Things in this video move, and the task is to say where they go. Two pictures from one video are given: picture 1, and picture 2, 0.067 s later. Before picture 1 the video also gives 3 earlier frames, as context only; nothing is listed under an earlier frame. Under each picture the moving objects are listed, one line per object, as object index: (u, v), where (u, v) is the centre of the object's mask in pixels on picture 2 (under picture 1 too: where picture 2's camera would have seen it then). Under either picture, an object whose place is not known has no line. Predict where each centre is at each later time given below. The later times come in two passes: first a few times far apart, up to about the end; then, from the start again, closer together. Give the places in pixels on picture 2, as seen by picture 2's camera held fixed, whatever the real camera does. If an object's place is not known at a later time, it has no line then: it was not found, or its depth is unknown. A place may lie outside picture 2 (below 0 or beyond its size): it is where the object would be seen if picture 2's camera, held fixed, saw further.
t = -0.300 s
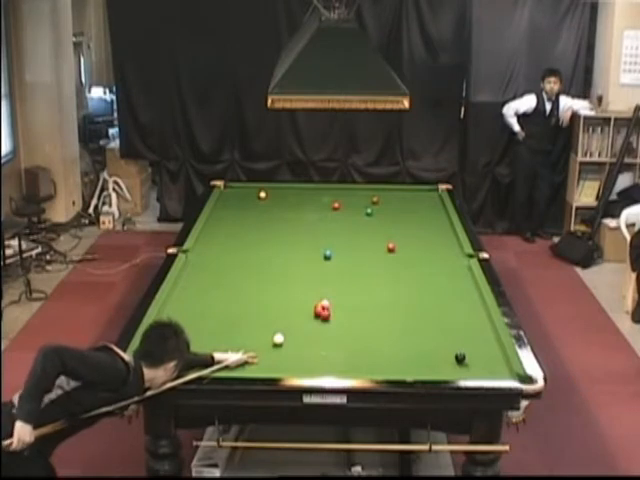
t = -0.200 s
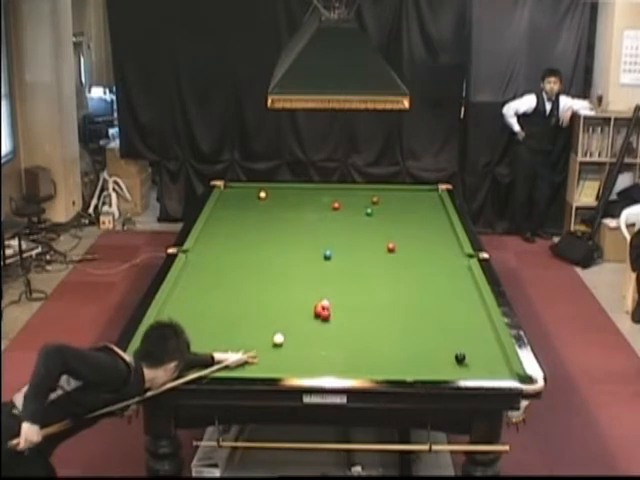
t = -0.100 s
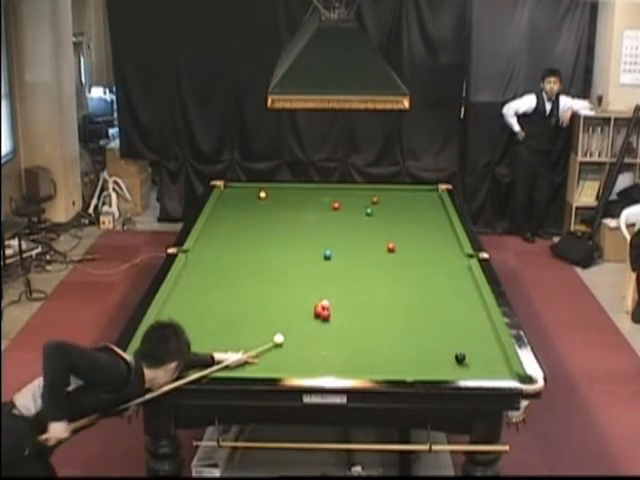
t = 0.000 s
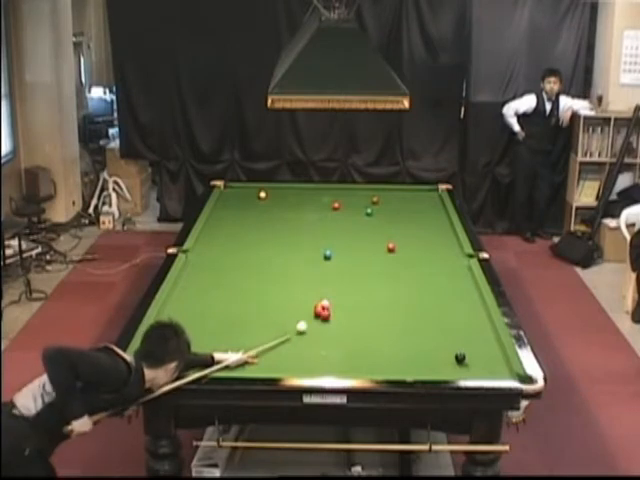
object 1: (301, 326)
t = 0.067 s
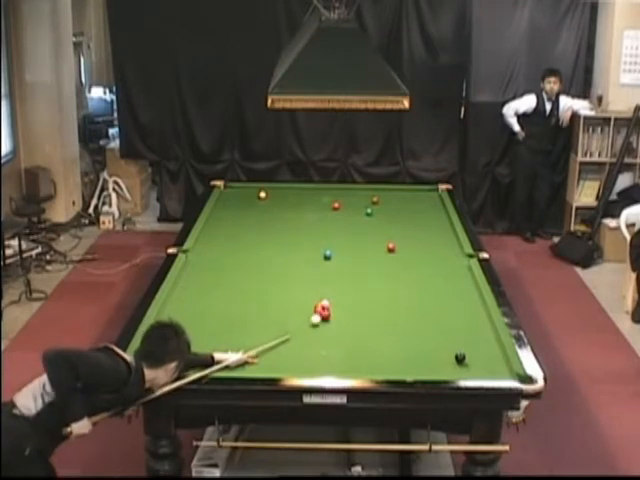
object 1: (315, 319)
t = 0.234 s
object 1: (314, 317)
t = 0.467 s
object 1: (305, 318)
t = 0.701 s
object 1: (297, 319)
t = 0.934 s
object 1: (290, 321)
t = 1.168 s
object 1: (284, 321)
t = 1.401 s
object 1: (280, 322)
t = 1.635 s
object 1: (276, 323)
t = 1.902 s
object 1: (273, 323)
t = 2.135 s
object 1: (272, 323)
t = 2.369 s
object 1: (272, 323)
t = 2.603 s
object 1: (272, 323)
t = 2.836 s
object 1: (272, 323)
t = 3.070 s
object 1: (272, 323)
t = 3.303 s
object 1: (272, 323)
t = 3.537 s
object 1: (272, 323)
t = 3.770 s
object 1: (272, 323)
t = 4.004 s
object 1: (272, 323)
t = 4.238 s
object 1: (272, 323)
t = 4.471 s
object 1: (272, 323)
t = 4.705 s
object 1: (272, 323)
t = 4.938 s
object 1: (272, 323)
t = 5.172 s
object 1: (272, 323)
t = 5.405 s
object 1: (272, 323)
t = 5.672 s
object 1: (272, 323)
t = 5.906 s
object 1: (272, 323)
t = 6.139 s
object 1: (272, 323)
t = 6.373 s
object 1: (272, 323)
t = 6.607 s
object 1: (272, 323)
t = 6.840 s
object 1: (272, 323)
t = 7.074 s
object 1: (272, 323)
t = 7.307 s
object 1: (272, 323)
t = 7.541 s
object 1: (272, 323)
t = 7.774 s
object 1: (274, 324)
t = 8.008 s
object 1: (272, 323)
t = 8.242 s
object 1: (272, 323)
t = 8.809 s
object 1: (271, 323)
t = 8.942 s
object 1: (272, 323)
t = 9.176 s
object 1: (272, 323)
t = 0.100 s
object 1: (318, 317)
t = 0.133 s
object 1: (317, 317)
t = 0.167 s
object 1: (316, 317)
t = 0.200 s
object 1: (315, 317)
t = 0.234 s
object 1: (314, 317)
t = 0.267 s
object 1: (312, 317)
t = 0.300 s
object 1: (311, 317)
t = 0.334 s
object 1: (310, 317)
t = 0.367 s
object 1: (309, 318)
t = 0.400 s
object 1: (307, 318)
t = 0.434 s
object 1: (306, 318)
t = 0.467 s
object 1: (305, 318)
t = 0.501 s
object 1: (304, 318)
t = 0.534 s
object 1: (303, 319)
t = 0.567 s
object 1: (301, 319)
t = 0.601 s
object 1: (300, 319)
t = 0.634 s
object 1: (299, 319)
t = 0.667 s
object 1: (298, 319)
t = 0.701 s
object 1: (297, 319)
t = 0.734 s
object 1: (296, 319)
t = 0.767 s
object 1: (295, 320)
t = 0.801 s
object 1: (294, 320)
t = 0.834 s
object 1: (293, 320)
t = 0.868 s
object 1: (292, 320)
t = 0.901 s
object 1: (291, 320)
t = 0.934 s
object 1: (290, 321)
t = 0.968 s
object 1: (289, 321)
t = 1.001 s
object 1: (288, 321)
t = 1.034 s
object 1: (288, 321)
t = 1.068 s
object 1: (287, 321)
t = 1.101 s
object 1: (286, 321)
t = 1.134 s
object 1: (285, 321)
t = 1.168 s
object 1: (284, 321)
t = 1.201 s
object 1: (284, 322)
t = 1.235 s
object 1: (283, 322)
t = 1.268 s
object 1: (283, 322)
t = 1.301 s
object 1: (282, 322)
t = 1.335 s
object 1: (281, 322)
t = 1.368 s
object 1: (281, 322)
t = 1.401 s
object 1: (280, 322)
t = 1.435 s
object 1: (280, 322)
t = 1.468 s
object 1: (279, 322)
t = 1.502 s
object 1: (278, 322)
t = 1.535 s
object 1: (278, 322)
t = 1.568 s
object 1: (278, 322)
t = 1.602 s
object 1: (277, 323)
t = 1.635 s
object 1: (276, 323)
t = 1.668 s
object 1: (276, 323)
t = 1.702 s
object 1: (276, 323)
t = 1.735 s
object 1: (275, 323)
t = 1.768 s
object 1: (275, 323)
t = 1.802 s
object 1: (274, 323)
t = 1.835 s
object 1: (274, 323)
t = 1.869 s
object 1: (274, 323)
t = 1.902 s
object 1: (273, 323)
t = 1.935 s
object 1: (273, 323)
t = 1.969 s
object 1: (273, 323)
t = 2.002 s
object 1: (273, 323)
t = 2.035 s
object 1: (273, 323)
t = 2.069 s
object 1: (272, 323)
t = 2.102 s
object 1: (272, 323)
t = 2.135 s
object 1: (272, 323)
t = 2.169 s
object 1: (272, 323)
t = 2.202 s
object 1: (272, 323)
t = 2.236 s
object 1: (272, 323)
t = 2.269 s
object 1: (272, 323)
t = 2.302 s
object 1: (272, 323)
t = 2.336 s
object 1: (272, 323)
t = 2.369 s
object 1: (272, 323)
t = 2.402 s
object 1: (272, 323)
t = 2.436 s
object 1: (272, 323)
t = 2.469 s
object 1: (272, 323)
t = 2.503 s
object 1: (272, 323)
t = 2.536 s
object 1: (272, 323)
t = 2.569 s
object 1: (272, 323)
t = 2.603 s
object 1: (272, 323)
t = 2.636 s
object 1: (272, 323)
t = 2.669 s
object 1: (272, 323)
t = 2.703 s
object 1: (272, 323)
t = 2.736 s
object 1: (272, 323)
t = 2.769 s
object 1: (272, 323)
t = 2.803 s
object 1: (272, 323)
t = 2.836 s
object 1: (272, 323)
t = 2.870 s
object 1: (272, 323)
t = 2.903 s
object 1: (272, 323)
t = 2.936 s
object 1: (272, 323)
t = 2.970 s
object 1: (272, 323)
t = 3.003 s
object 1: (272, 323)
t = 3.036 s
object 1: (272, 323)
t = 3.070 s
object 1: (272, 323)
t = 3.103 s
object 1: (272, 323)
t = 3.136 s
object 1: (272, 323)
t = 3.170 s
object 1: (272, 323)
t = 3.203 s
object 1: (272, 323)
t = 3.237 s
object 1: (272, 323)
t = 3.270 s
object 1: (272, 323)
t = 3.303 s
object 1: (272, 323)
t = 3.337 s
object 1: (272, 323)
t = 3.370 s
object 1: (272, 323)
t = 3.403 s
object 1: (272, 323)
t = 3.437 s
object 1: (272, 323)
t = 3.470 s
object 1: (272, 323)
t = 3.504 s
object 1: (272, 323)
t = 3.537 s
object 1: (272, 323)
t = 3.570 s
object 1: (272, 323)
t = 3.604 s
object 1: (272, 323)
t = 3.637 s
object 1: (272, 323)
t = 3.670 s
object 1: (272, 323)
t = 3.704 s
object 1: (272, 323)
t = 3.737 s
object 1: (272, 323)
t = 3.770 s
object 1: (272, 323)
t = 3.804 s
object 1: (272, 323)
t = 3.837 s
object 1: (272, 323)
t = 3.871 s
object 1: (272, 323)
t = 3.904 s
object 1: (272, 323)
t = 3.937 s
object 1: (272, 323)
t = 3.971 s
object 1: (272, 323)
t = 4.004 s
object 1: (272, 323)
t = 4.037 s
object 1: (272, 323)
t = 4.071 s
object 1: (272, 323)
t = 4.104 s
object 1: (272, 323)
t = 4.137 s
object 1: (272, 323)
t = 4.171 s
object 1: (272, 323)
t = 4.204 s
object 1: (272, 323)
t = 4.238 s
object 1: (272, 323)
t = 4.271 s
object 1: (272, 323)
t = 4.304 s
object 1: (272, 323)
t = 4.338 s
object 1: (272, 323)
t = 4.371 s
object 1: (272, 323)
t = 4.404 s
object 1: (272, 323)
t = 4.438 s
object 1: (272, 323)
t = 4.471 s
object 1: (272, 323)
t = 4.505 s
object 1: (272, 323)
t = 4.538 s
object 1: (272, 323)
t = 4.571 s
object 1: (272, 323)
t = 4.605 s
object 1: (272, 323)
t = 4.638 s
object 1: (272, 323)
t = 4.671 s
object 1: (272, 323)
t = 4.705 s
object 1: (272, 323)
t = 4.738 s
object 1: (272, 323)
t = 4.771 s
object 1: (272, 323)
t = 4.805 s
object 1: (272, 323)
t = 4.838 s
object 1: (272, 323)
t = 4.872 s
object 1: (272, 323)
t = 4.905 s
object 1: (272, 323)
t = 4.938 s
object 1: (272, 323)
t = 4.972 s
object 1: (272, 323)
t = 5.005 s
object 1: (272, 323)
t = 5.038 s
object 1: (272, 323)
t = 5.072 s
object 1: (272, 323)
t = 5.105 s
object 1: (272, 323)
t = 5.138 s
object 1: (272, 323)
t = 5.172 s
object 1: (272, 323)
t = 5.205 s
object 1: (272, 323)
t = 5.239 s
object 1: (272, 323)
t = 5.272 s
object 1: (272, 323)
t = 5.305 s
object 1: (272, 323)
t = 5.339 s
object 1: (272, 323)
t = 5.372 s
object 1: (272, 323)
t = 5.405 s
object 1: (272, 323)
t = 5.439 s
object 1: (272, 323)
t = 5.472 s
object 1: (272, 323)
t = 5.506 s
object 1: (272, 323)
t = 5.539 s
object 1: (272, 323)
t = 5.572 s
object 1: (272, 323)
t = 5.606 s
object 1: (272, 323)
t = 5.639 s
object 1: (272, 323)
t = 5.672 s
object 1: (272, 323)
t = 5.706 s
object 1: (272, 323)
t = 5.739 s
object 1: (272, 323)
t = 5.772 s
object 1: (272, 323)
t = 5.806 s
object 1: (272, 323)
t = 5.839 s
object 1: (272, 323)
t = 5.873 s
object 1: (272, 323)
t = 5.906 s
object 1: (272, 323)
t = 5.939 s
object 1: (272, 323)
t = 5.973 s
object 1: (272, 323)
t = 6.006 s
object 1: (272, 323)
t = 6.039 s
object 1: (272, 323)
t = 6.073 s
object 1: (272, 323)
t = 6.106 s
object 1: (272, 323)
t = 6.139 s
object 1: (272, 323)
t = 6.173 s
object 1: (272, 323)
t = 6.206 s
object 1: (272, 323)
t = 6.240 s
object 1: (272, 323)
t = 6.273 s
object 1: (272, 323)
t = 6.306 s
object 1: (272, 323)
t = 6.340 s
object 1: (272, 323)
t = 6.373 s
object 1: (272, 323)
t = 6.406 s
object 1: (272, 323)
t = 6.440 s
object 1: (272, 323)
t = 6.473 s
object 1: (272, 323)
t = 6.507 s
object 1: (272, 323)
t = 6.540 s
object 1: (272, 323)
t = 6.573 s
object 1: (272, 323)
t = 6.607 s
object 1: (272, 323)
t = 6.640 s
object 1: (272, 323)
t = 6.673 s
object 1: (272, 323)
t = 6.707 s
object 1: (272, 323)
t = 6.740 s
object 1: (272, 323)
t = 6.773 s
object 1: (272, 323)
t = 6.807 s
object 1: (272, 323)
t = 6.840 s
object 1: (272, 323)
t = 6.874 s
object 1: (272, 323)
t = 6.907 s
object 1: (272, 323)
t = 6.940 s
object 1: (272, 323)
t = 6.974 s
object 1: (272, 323)
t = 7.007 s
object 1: (272, 323)
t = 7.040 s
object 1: (272, 323)
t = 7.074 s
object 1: (272, 323)
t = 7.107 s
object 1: (272, 323)
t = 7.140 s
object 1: (272, 323)
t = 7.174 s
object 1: (272, 323)
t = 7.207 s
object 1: (272, 323)
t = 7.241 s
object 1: (272, 323)
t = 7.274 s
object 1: (272, 323)
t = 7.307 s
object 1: (272, 323)
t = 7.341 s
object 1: (272, 323)
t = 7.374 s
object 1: (272, 323)
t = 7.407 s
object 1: (272, 323)
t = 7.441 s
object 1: (272, 323)
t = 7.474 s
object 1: (272, 323)
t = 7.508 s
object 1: (272, 323)
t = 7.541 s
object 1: (272, 323)
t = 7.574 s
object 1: (272, 323)
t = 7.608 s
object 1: (272, 323)
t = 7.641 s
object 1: (272, 323)
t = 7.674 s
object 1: (272, 323)
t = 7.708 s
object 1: (272, 323)
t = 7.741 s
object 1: (273, 324)
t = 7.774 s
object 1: (274, 324)
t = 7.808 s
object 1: (272, 322)
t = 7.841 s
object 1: (272, 323)
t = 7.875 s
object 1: (272, 323)
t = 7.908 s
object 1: (272, 323)
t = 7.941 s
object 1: (272, 323)
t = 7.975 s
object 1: (272, 323)
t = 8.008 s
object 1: (272, 323)
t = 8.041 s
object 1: (272, 323)
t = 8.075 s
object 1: (272, 323)
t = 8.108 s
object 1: (272, 323)
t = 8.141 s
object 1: (272, 323)
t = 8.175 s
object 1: (272, 323)
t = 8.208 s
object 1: (272, 323)
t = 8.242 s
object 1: (272, 323)
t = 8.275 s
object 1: (273, 323)
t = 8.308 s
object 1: (274, 324)
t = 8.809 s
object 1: (271, 323)
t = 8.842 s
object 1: (272, 323)
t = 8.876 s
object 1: (272, 323)
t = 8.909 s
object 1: (272, 323)
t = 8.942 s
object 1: (272, 323)
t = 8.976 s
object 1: (272, 323)
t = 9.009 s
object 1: (272, 323)
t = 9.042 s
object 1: (272, 323)
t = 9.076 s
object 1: (272, 323)
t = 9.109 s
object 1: (272, 323)
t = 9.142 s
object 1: (272, 323)
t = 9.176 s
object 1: (272, 323)
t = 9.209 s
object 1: (272, 323)
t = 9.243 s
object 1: (272, 323)
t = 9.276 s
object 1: (272, 323)
